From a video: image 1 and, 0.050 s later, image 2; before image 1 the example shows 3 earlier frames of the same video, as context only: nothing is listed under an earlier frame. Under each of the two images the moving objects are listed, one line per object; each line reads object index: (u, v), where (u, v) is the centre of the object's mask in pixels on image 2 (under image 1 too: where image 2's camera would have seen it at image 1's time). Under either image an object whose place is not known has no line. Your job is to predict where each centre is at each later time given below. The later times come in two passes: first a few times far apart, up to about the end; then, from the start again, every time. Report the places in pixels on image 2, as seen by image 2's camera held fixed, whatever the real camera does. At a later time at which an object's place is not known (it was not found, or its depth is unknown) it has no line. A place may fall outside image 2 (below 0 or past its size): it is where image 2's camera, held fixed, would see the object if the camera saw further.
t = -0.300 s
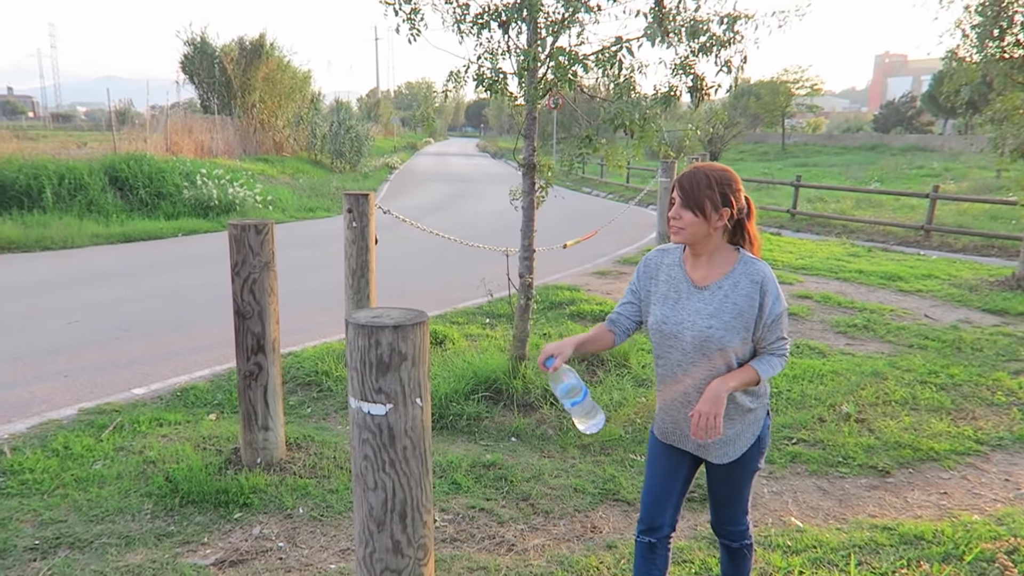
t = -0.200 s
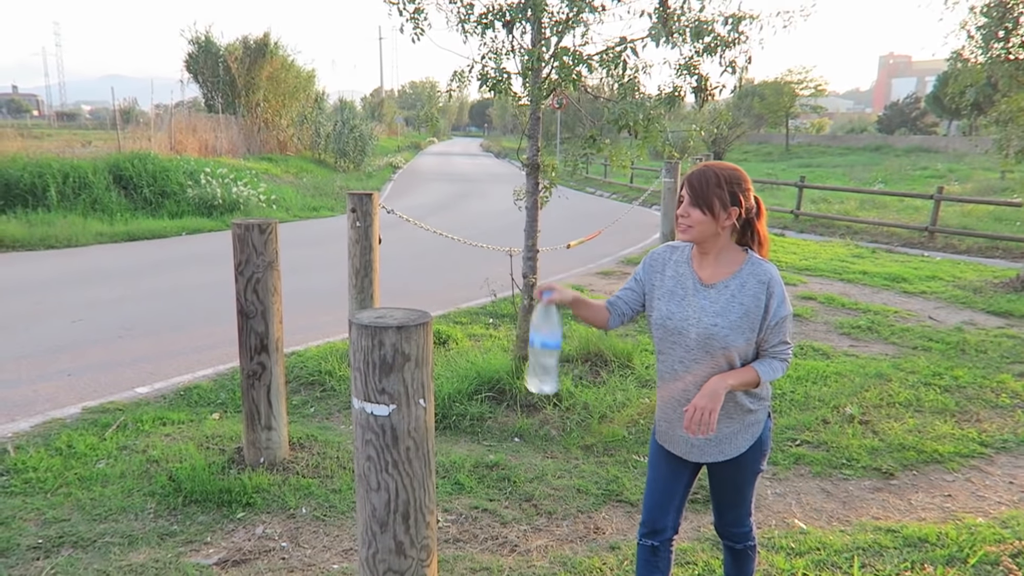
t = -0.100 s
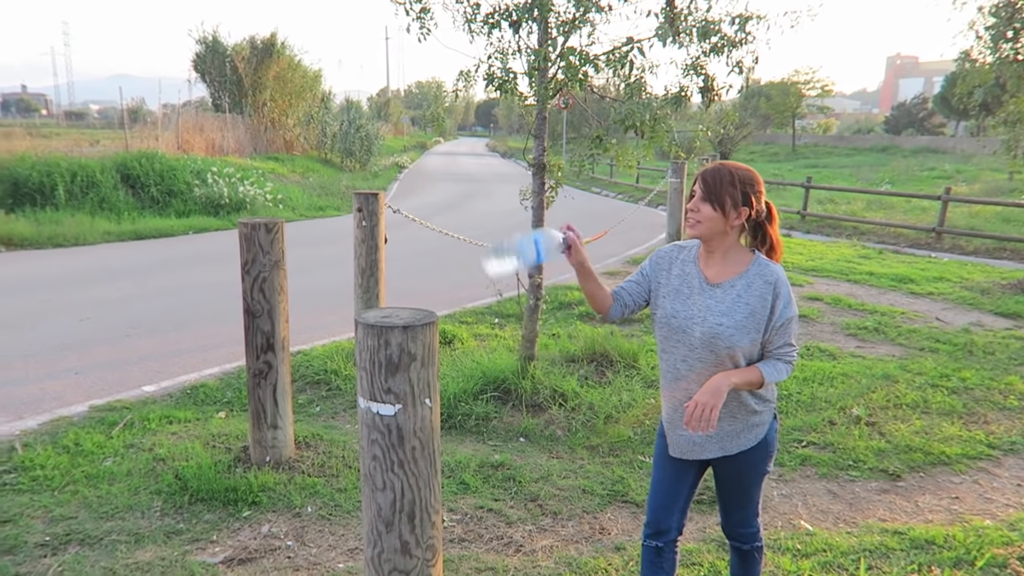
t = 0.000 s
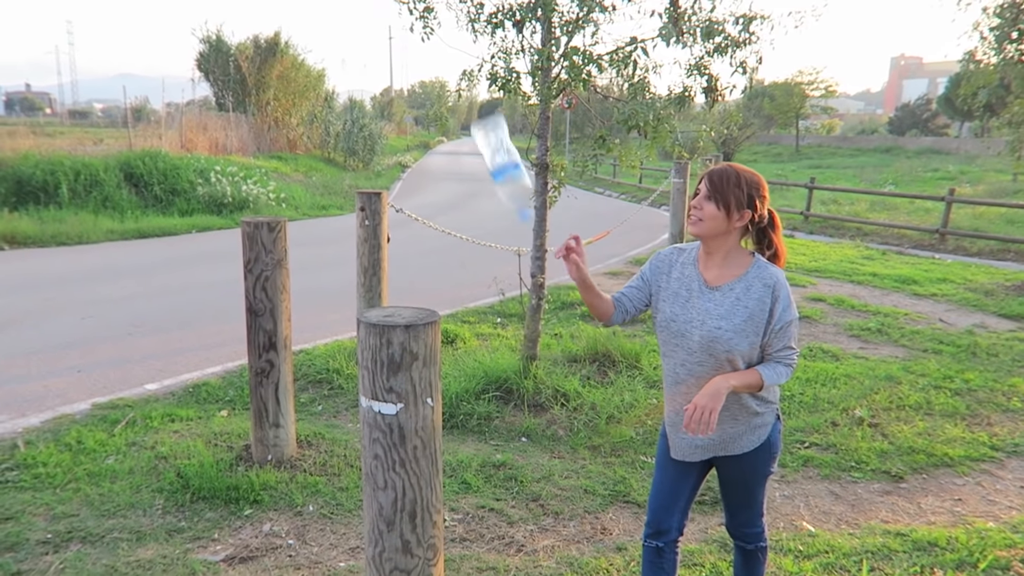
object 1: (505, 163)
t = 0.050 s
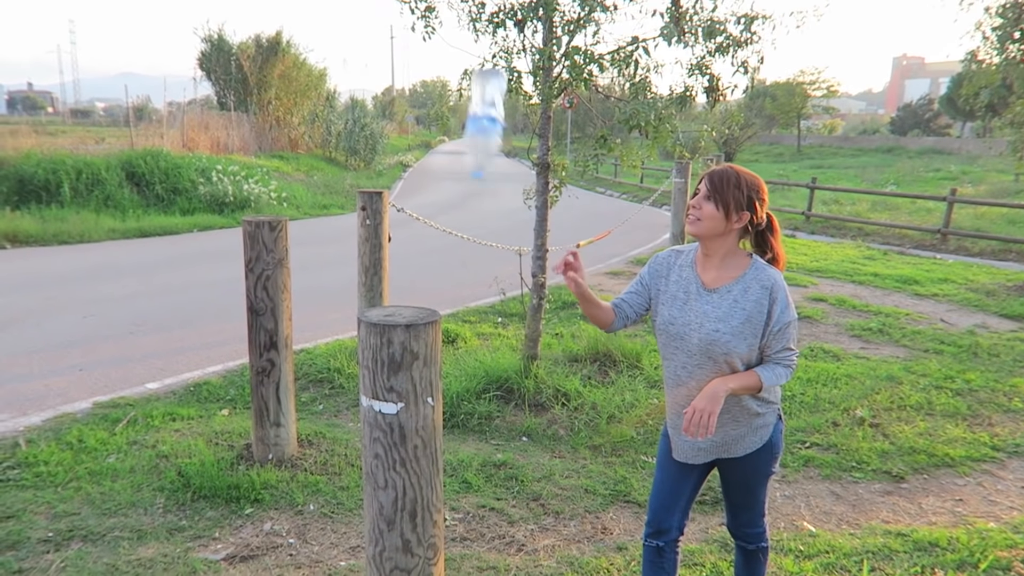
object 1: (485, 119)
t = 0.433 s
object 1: (421, 87)
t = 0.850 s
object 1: (420, 261)
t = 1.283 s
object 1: (419, 262)
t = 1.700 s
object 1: (419, 262)
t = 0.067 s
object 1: (479, 104)
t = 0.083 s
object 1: (473, 91)
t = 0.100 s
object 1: (466, 77)
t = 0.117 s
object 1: (464, 62)
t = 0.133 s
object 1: (462, 48)
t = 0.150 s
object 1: (457, 38)
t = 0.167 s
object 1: (454, 30)
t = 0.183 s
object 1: (451, 22)
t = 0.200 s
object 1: (447, 18)
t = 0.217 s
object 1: (447, 15)
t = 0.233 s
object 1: (449, 15)
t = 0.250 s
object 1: (451, 16)
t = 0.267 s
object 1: (450, 17)
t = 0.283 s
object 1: (448, 18)
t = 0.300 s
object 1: (446, 21)
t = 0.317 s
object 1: (442, 24)
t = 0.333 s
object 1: (437, 28)
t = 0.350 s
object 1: (432, 32)
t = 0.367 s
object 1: (428, 38)
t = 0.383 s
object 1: (425, 47)
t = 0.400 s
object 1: (424, 60)
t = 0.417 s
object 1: (422, 72)
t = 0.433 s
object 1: (421, 87)
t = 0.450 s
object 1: (419, 101)
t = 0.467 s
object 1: (417, 116)
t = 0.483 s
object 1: (415, 133)
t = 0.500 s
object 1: (413, 150)
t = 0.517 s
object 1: (411, 169)
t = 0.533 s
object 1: (410, 191)
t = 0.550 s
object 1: (408, 213)
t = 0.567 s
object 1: (407, 235)
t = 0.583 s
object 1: (406, 259)
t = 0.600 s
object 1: (404, 261)
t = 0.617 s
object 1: (407, 261)
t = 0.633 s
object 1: (410, 260)
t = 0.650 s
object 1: (412, 260)
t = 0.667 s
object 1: (414, 260)
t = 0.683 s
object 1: (416, 260)
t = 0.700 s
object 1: (417, 260)
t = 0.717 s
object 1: (417, 260)
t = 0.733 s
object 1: (418, 260)
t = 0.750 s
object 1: (419, 260)
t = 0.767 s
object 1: (419, 260)
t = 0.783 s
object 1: (419, 260)
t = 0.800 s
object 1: (420, 260)
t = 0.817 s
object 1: (420, 260)
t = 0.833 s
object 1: (420, 260)
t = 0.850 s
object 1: (420, 261)
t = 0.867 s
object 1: (420, 261)
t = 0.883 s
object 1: (419, 262)
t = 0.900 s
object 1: (418, 262)
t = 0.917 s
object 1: (418, 262)
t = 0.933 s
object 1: (418, 261)
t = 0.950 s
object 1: (418, 261)
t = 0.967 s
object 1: (419, 261)
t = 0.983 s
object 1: (420, 261)
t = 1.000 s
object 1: (420, 261)
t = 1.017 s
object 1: (420, 261)
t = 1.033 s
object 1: (420, 261)
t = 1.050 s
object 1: (420, 261)
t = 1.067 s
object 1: (420, 262)
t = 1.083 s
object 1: (420, 261)
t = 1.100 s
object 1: (420, 261)
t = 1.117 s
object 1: (420, 261)
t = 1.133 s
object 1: (420, 261)
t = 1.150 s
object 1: (420, 261)
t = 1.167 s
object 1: (420, 262)
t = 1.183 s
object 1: (420, 262)
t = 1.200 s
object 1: (419, 262)
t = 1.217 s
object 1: (419, 262)
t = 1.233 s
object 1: (419, 262)
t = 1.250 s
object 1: (420, 262)
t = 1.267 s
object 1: (420, 262)
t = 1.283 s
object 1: (419, 262)
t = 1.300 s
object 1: (419, 262)
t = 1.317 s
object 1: (419, 261)
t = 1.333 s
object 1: (419, 262)
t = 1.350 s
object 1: (419, 261)
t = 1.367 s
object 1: (419, 261)
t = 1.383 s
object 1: (419, 261)
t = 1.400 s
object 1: (419, 261)
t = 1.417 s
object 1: (419, 261)
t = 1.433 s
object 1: (419, 261)
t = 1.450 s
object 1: (419, 261)
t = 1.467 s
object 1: (419, 262)
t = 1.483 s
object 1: (419, 262)
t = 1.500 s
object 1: (419, 262)
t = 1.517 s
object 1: (419, 262)
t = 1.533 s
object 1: (419, 262)
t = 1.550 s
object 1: (419, 262)
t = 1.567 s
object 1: (418, 262)
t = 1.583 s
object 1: (418, 262)
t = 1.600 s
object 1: (418, 262)
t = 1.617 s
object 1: (419, 262)
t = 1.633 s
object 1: (419, 262)
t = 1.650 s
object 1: (419, 262)
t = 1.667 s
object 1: (419, 262)
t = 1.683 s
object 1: (419, 262)
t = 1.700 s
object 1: (419, 262)
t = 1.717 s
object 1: (419, 262)
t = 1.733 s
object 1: (419, 262)
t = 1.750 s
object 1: (419, 262)
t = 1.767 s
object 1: (419, 262)
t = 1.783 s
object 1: (419, 262)
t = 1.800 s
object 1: (419, 262)
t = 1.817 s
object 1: (419, 262)
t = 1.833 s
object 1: (419, 262)
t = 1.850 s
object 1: (419, 262)
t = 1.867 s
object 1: (419, 262)
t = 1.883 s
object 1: (419, 262)
